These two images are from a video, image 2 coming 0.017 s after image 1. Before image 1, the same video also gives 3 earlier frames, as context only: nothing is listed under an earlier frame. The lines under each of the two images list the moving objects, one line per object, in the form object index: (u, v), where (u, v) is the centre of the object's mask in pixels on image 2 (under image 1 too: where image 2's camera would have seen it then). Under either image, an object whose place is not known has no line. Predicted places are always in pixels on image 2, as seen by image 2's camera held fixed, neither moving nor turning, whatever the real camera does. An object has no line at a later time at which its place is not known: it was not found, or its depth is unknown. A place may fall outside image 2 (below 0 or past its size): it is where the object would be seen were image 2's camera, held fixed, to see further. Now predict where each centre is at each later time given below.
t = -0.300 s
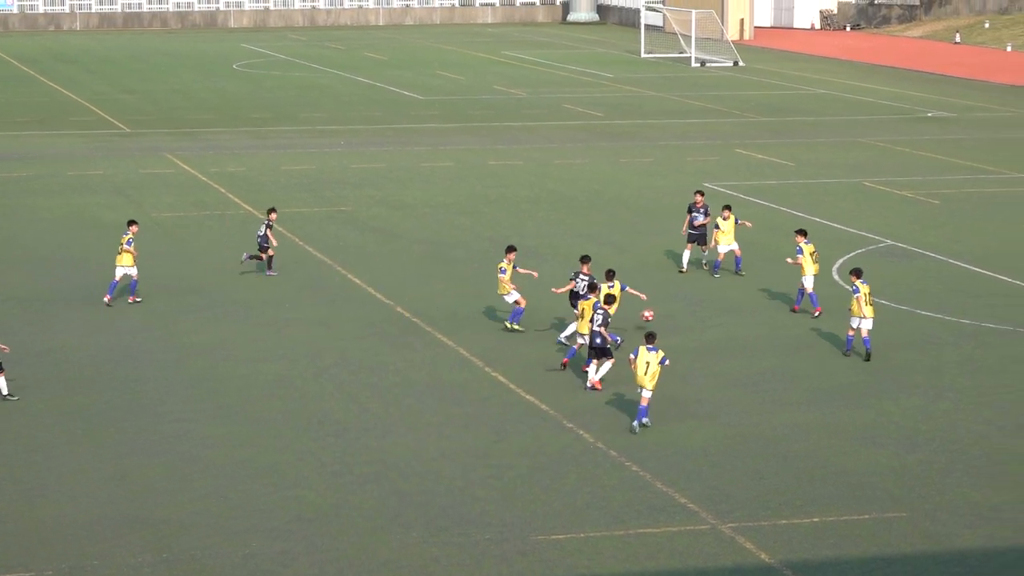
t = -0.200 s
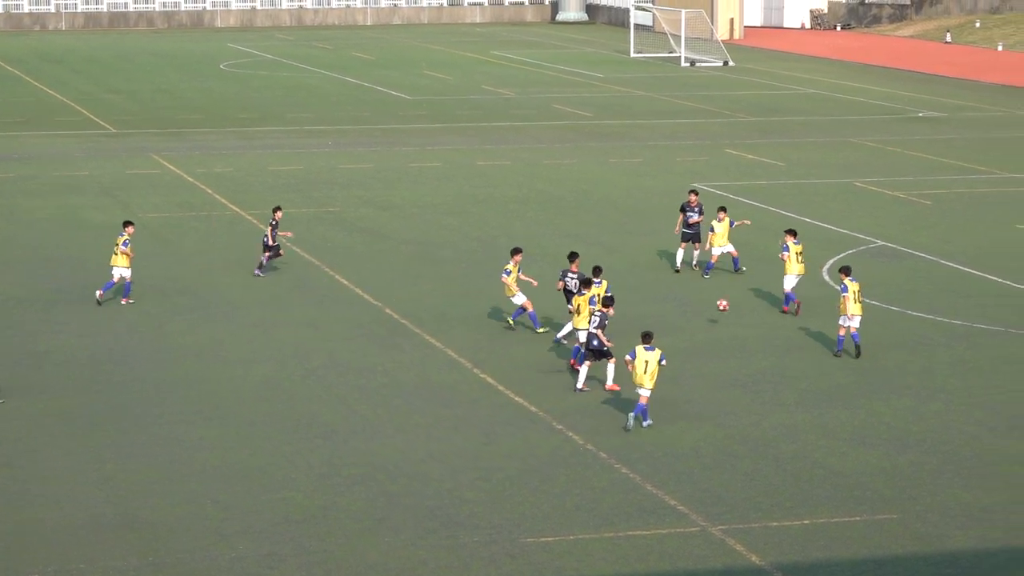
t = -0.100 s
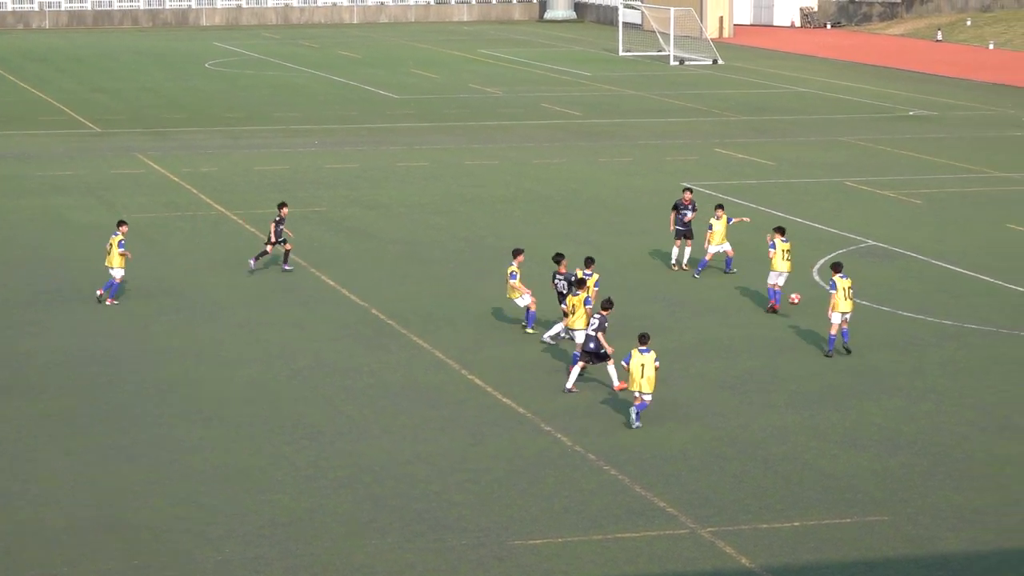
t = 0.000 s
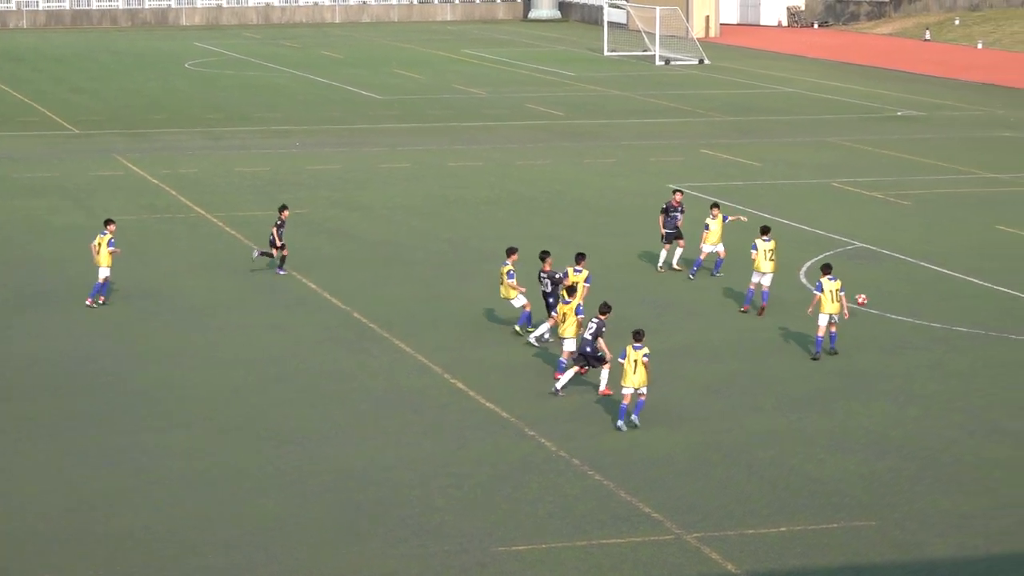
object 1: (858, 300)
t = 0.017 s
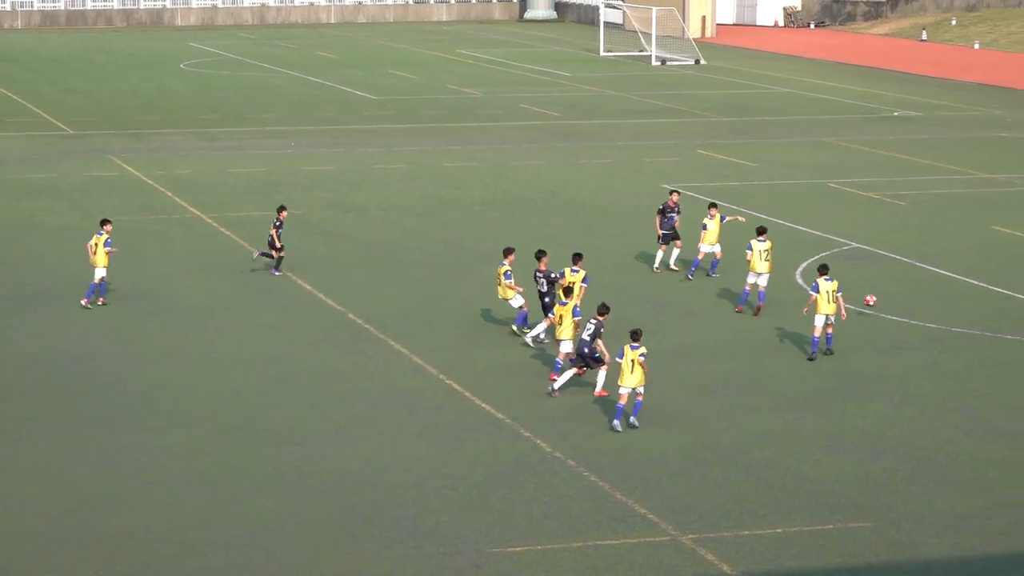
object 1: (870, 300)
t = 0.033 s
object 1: (882, 301)
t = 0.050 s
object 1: (894, 301)
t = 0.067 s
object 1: (907, 301)
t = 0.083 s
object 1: (918, 302)
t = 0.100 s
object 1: (931, 303)
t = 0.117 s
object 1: (942, 304)
